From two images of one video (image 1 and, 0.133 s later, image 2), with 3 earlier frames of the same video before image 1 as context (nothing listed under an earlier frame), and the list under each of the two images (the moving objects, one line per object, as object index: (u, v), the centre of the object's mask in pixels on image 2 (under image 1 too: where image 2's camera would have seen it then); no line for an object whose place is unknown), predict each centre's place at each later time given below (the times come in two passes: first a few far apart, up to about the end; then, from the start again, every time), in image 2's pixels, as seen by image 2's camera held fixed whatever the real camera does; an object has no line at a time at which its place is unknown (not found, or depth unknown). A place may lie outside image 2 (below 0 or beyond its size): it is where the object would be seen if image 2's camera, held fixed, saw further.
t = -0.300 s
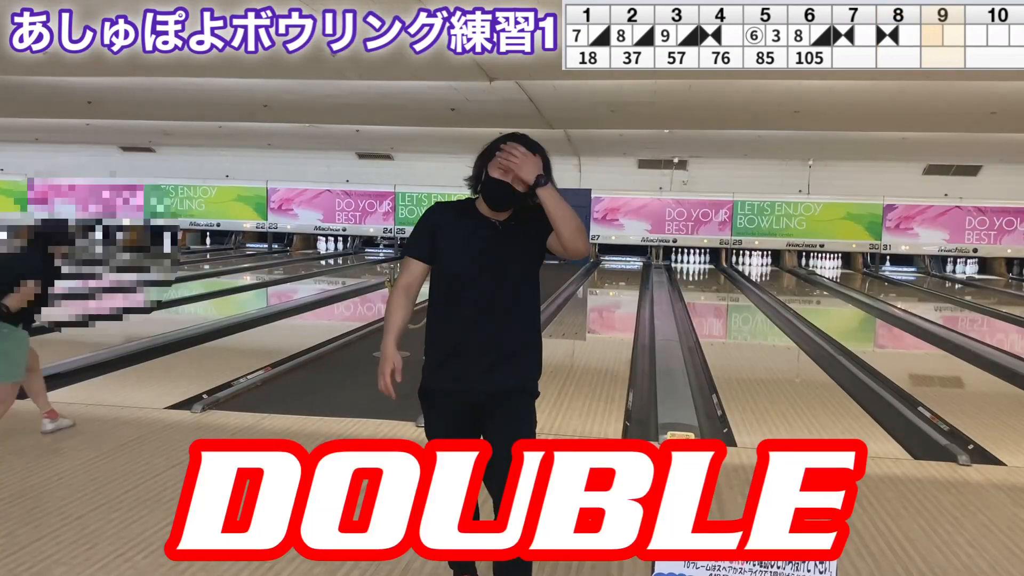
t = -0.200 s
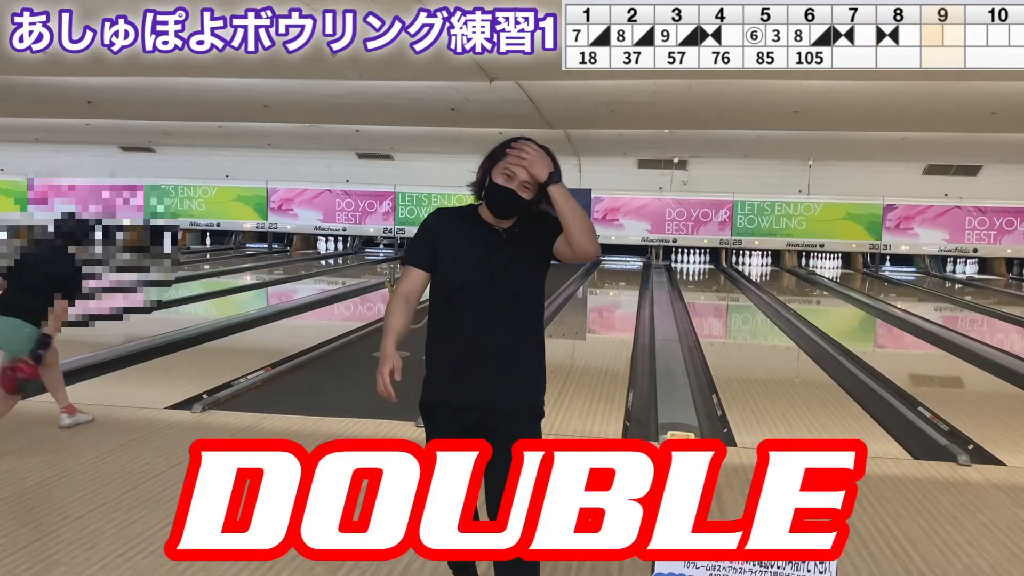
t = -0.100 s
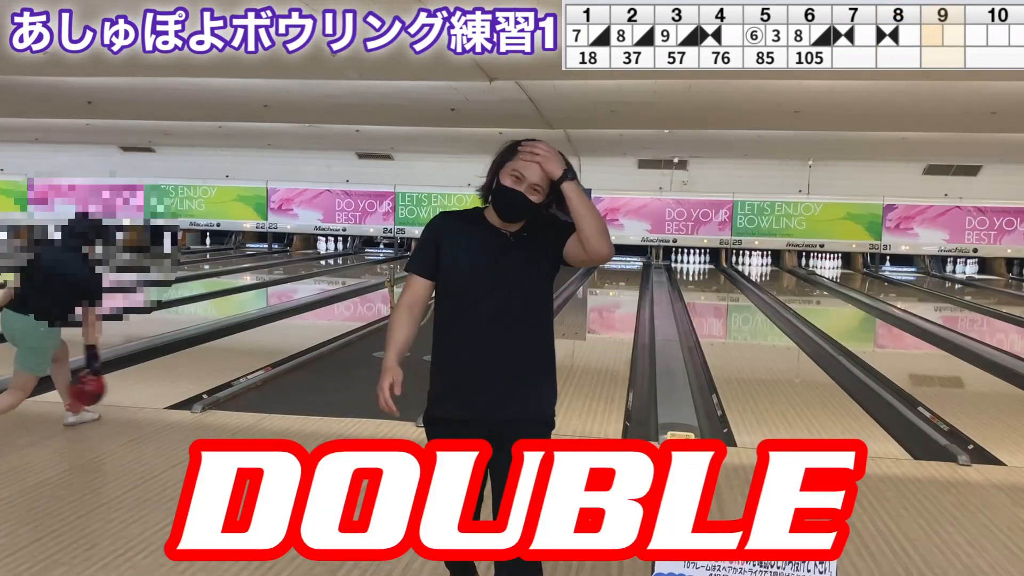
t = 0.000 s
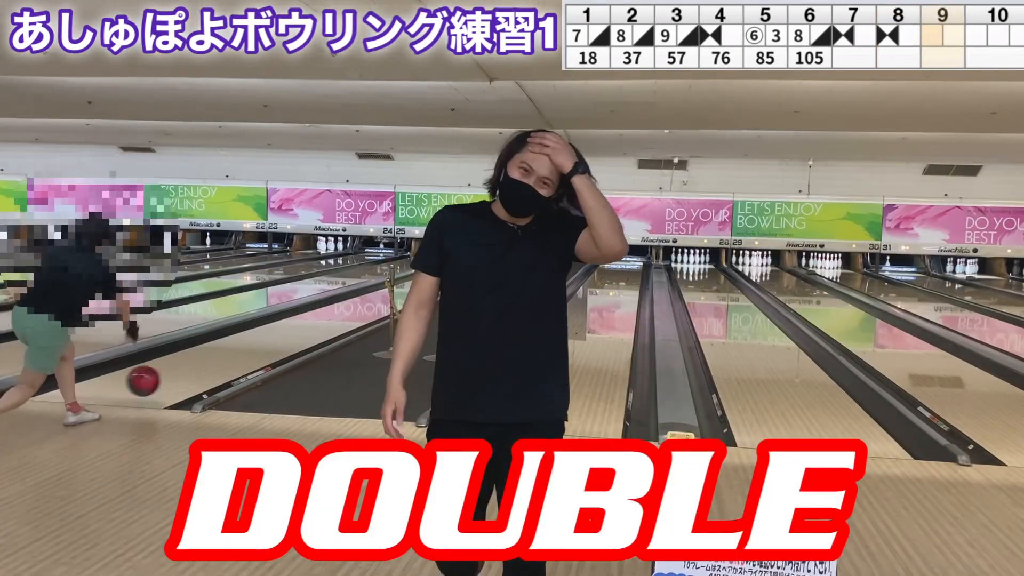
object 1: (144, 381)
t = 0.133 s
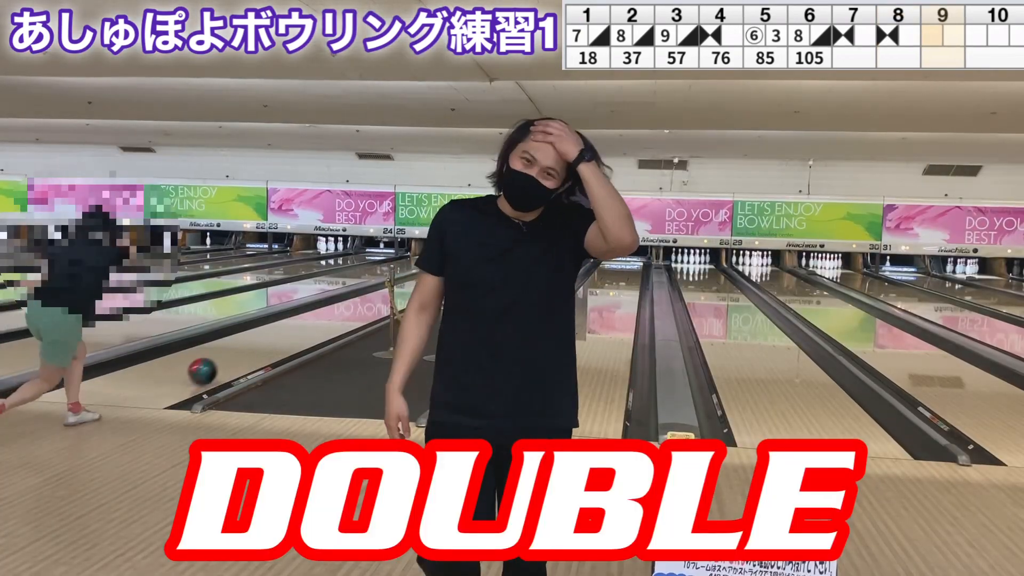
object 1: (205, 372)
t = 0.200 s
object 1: (230, 363)
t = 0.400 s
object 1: (287, 341)
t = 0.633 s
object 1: (337, 322)
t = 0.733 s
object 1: (352, 315)
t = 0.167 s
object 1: (218, 368)
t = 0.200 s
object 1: (230, 363)
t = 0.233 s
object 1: (241, 359)
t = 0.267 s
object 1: (250, 355)
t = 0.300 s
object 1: (261, 351)
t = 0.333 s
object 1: (269, 348)
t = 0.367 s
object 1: (278, 344)
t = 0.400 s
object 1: (287, 341)
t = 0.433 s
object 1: (295, 338)
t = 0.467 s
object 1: (303, 335)
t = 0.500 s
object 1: (310, 332)
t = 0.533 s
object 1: (318, 330)
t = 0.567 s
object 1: (324, 327)
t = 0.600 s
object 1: (331, 325)
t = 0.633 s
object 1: (337, 322)
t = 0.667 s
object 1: (343, 320)
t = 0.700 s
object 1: (349, 318)
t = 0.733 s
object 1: (352, 315)
